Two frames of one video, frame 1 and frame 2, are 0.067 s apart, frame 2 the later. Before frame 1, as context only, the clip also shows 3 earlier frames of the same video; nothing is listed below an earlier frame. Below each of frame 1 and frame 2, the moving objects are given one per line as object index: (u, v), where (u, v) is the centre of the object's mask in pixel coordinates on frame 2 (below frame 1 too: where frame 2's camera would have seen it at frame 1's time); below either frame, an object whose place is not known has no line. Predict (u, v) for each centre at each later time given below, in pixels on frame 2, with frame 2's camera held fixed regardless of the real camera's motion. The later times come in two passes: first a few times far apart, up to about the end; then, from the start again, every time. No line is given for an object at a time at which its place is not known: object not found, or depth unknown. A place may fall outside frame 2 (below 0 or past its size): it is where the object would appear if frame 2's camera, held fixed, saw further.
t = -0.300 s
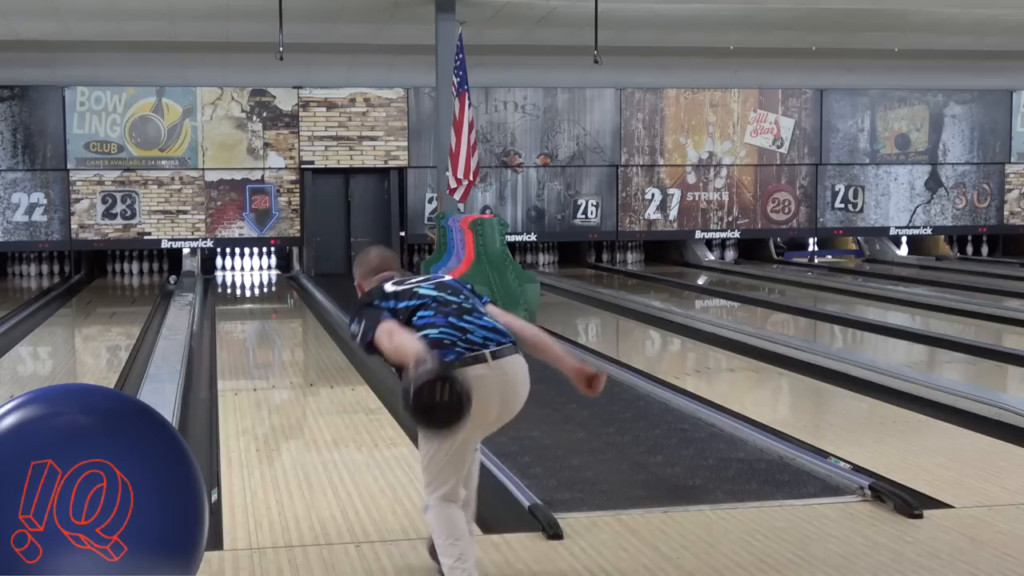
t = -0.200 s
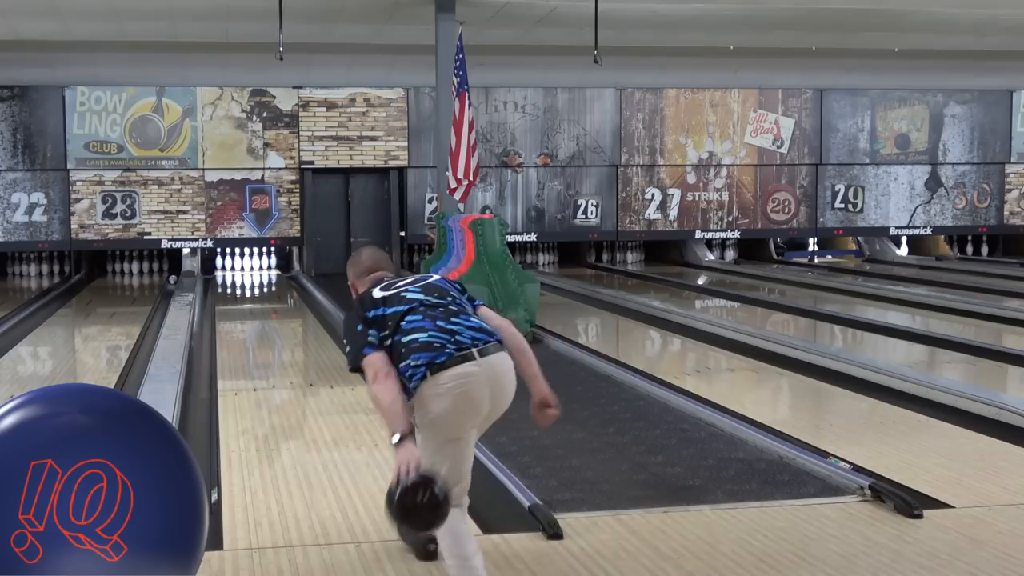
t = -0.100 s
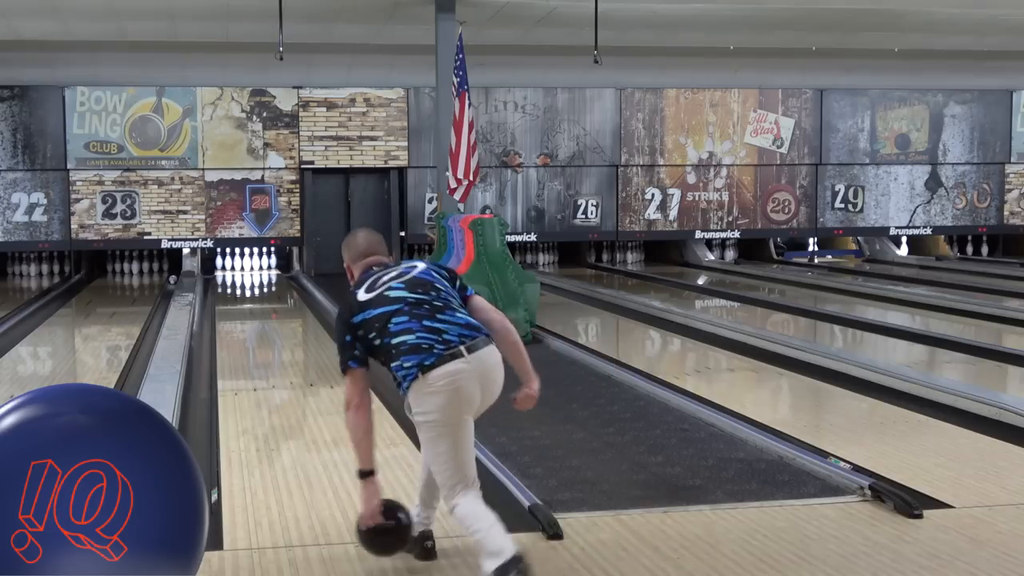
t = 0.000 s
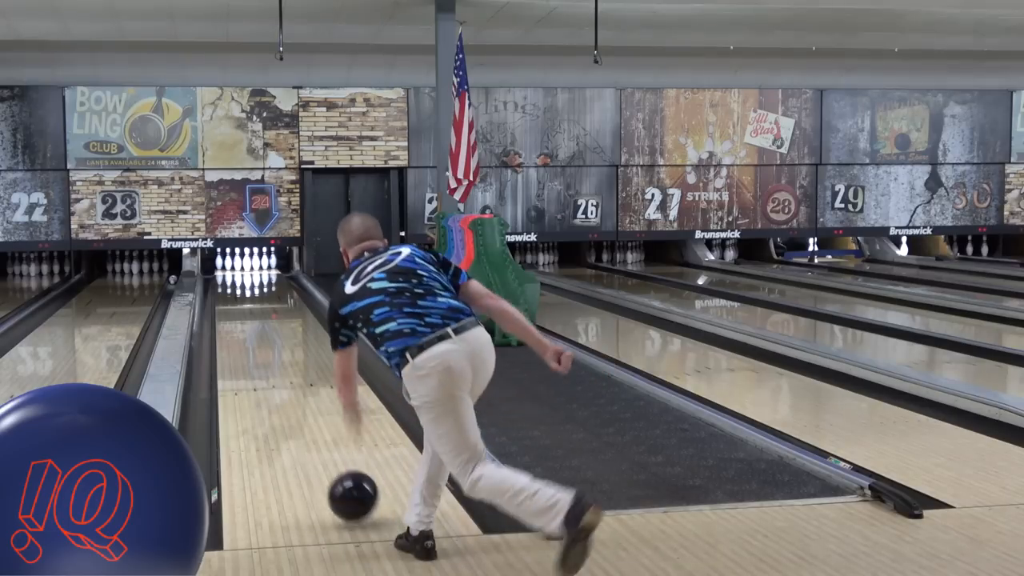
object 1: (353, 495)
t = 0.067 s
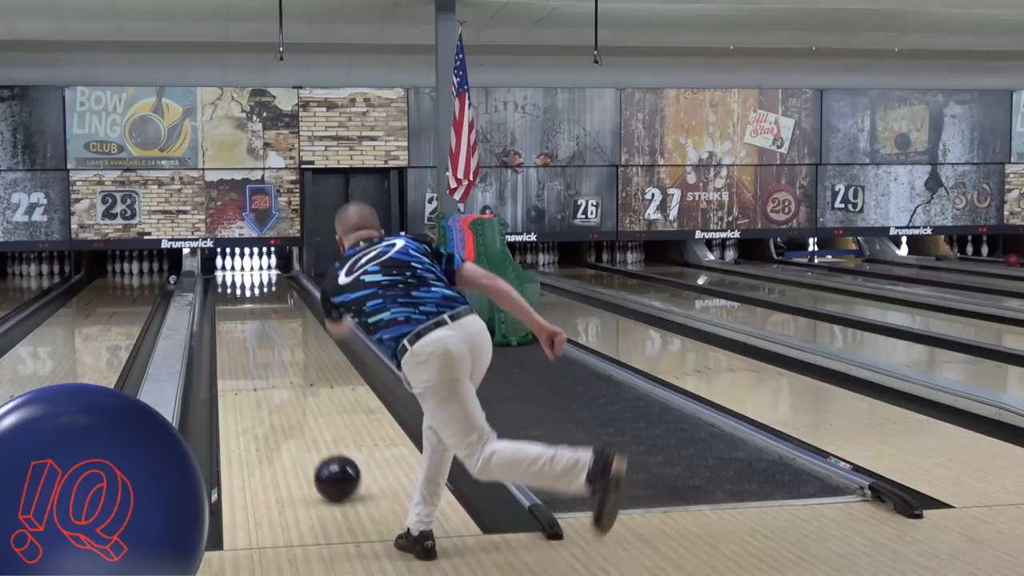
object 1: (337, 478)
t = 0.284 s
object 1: (299, 420)
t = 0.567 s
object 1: (269, 372)
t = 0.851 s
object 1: (250, 341)
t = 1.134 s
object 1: (237, 319)
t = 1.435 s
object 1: (229, 302)
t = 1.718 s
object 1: (227, 289)
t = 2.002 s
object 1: (228, 280)
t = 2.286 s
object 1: (236, 272)
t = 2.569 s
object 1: (244, 266)
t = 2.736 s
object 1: (247, 264)
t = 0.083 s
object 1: (333, 472)
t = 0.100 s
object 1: (330, 466)
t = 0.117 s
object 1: (327, 462)
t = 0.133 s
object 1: (323, 458)
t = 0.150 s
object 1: (321, 453)
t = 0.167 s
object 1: (317, 448)
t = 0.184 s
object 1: (315, 444)
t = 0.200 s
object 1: (312, 440)
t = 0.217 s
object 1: (309, 436)
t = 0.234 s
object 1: (307, 432)
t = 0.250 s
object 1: (304, 428)
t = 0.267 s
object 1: (302, 424)
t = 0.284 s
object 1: (299, 420)
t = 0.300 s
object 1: (297, 417)
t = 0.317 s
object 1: (295, 414)
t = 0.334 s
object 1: (293, 410)
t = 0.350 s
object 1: (291, 407)
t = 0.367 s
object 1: (289, 404)
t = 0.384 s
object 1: (287, 401)
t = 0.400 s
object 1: (285, 398)
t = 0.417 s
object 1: (283, 395)
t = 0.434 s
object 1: (281, 392)
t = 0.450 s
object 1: (280, 390)
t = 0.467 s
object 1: (278, 387)
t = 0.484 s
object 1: (276, 384)
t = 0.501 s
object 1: (275, 382)
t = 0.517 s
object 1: (273, 379)
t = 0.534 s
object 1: (272, 377)
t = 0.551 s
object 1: (270, 375)
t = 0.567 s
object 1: (269, 372)
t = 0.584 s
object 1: (268, 370)
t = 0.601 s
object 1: (266, 368)
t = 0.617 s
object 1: (265, 366)
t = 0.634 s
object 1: (264, 364)
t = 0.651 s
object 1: (262, 362)
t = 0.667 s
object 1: (261, 360)
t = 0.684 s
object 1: (260, 358)
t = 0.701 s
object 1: (259, 356)
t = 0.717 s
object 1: (258, 354)
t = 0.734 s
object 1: (257, 353)
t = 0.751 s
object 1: (256, 351)
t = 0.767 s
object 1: (255, 349)
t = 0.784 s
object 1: (254, 347)
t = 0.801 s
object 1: (252, 346)
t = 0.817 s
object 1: (252, 344)
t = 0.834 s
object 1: (251, 343)
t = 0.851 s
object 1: (250, 341)
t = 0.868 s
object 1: (249, 339)
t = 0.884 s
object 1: (248, 338)
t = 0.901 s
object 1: (247, 337)
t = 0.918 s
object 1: (246, 335)
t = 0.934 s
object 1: (246, 334)
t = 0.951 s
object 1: (245, 332)
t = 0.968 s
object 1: (244, 331)
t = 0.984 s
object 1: (243, 330)
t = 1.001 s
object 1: (242, 328)
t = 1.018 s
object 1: (242, 327)
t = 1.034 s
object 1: (241, 326)
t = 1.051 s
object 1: (240, 325)
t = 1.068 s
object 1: (240, 323)
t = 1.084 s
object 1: (239, 322)
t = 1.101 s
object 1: (238, 321)
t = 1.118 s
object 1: (238, 320)
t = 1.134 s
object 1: (237, 319)
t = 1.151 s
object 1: (237, 318)
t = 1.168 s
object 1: (236, 317)
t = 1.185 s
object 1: (236, 315)
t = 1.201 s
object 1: (235, 314)
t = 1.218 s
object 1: (235, 314)
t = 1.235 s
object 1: (234, 312)
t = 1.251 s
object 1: (234, 312)
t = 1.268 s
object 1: (233, 311)
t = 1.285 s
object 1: (233, 310)
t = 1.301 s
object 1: (232, 309)
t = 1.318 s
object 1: (232, 308)
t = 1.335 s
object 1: (232, 307)
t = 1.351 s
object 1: (231, 306)
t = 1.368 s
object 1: (231, 305)
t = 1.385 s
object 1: (230, 304)
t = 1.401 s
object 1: (230, 303)
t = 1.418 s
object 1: (230, 303)
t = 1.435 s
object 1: (229, 302)
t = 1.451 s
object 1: (229, 301)
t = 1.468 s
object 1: (229, 300)
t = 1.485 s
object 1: (228, 299)
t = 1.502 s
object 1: (228, 299)
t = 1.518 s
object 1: (228, 298)
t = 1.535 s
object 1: (228, 297)
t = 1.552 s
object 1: (228, 296)
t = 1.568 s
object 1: (227, 295)
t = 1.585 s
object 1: (228, 295)
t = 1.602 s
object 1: (227, 294)
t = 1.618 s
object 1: (227, 293)
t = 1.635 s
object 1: (227, 293)
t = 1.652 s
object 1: (227, 292)
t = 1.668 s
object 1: (227, 291)
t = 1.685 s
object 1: (226, 290)
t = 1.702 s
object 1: (227, 290)
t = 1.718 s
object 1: (227, 289)
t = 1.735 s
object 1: (226, 289)
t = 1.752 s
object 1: (226, 288)
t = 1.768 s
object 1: (226, 288)
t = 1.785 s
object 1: (226, 287)
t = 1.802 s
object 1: (226, 287)
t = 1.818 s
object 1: (226, 286)
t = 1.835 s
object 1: (226, 285)
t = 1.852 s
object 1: (226, 284)
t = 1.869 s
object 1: (226, 284)
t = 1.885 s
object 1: (226, 283)
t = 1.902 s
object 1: (226, 283)
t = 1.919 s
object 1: (227, 282)
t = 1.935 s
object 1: (227, 282)
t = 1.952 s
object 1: (227, 281)
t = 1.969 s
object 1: (228, 281)
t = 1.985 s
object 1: (228, 280)
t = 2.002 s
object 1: (228, 280)
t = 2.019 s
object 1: (228, 279)
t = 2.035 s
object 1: (229, 279)
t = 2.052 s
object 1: (229, 278)
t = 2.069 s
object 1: (229, 278)
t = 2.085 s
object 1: (230, 277)
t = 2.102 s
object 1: (230, 277)
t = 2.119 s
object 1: (230, 276)
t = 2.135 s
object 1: (231, 276)
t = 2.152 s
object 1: (231, 275)
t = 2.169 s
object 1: (232, 275)
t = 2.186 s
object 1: (232, 275)
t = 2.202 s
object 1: (233, 274)
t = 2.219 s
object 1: (234, 274)
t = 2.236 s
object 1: (235, 273)
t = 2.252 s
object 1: (235, 273)
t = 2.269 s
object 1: (236, 273)
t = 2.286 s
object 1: (236, 272)
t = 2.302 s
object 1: (237, 272)
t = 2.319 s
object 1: (237, 272)
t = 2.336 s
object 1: (237, 271)
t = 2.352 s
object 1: (238, 271)
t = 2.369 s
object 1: (238, 270)
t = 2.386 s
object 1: (239, 270)
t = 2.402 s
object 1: (239, 269)
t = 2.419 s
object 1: (240, 269)
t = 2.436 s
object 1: (240, 269)
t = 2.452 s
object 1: (241, 268)
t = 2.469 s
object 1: (241, 268)
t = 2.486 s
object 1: (242, 267)
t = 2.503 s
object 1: (242, 267)
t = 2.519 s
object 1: (243, 267)
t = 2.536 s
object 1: (243, 267)
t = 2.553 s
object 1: (243, 266)
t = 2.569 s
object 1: (244, 266)
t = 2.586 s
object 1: (243, 266)
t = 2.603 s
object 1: (243, 266)
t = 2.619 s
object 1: (243, 265)
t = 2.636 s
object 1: (244, 265)
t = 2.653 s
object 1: (244, 264)
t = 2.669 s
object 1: (244, 265)
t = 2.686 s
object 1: (245, 264)
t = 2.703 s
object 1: (245, 264)
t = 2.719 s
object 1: (246, 264)
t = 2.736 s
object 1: (247, 264)
